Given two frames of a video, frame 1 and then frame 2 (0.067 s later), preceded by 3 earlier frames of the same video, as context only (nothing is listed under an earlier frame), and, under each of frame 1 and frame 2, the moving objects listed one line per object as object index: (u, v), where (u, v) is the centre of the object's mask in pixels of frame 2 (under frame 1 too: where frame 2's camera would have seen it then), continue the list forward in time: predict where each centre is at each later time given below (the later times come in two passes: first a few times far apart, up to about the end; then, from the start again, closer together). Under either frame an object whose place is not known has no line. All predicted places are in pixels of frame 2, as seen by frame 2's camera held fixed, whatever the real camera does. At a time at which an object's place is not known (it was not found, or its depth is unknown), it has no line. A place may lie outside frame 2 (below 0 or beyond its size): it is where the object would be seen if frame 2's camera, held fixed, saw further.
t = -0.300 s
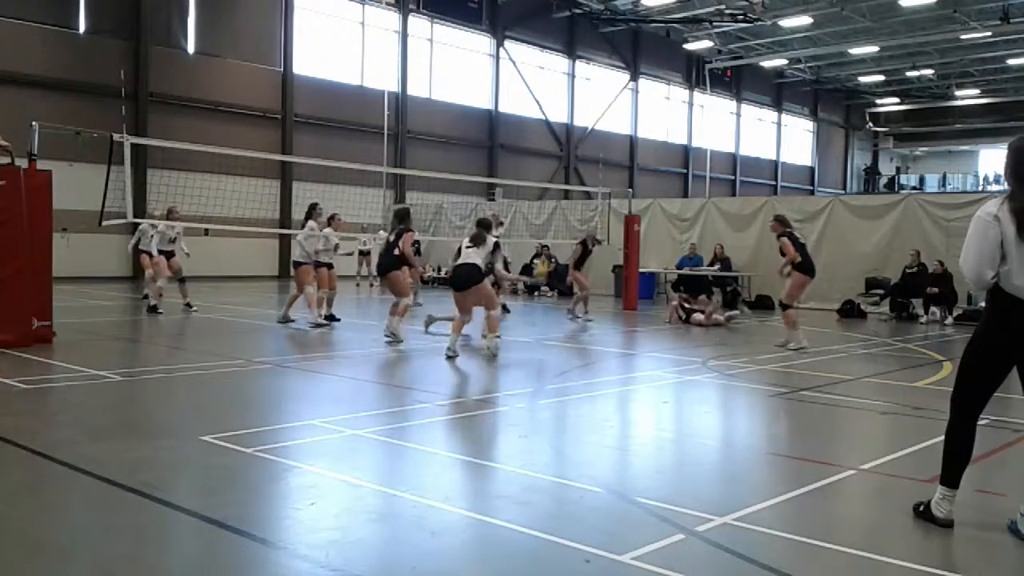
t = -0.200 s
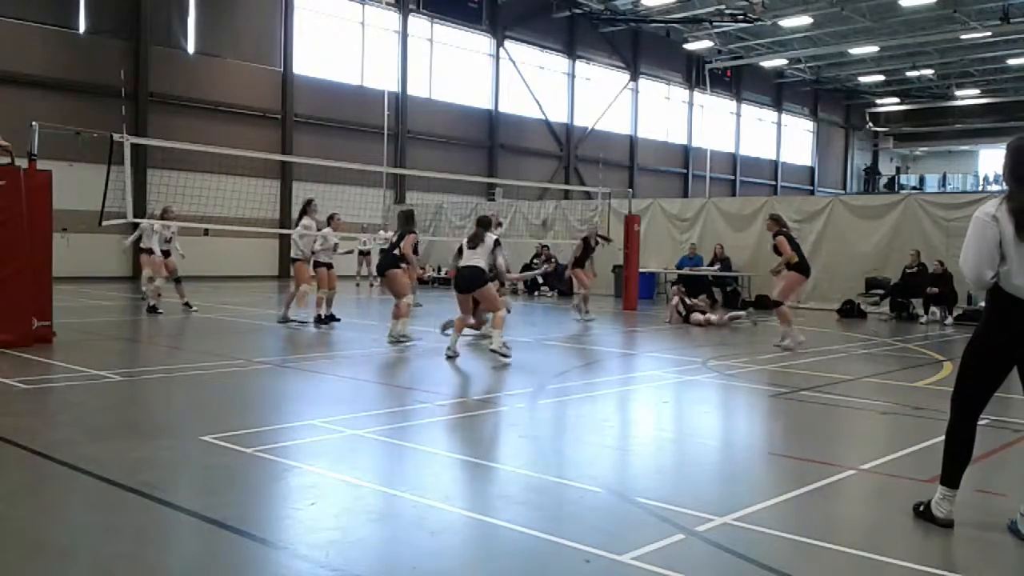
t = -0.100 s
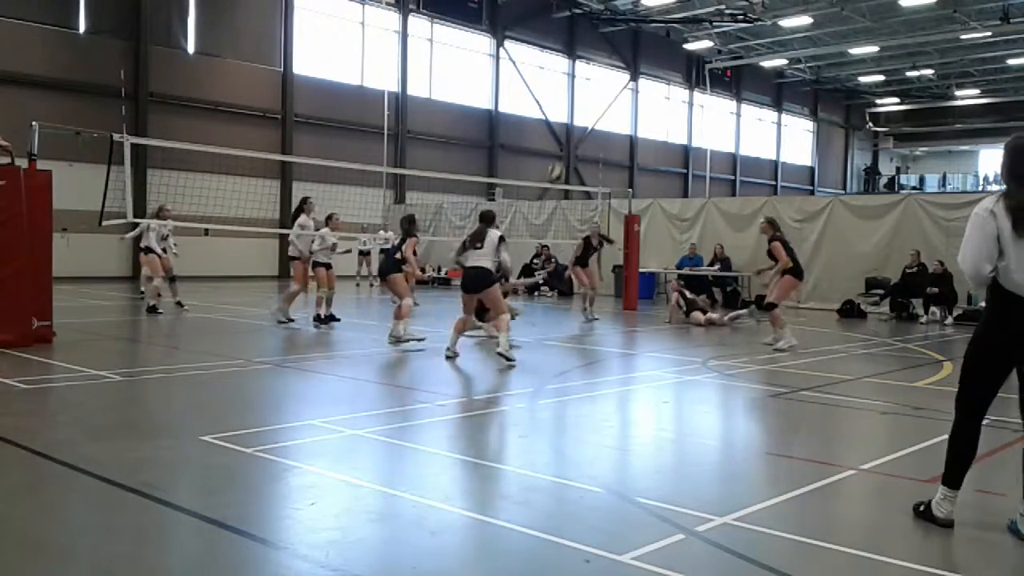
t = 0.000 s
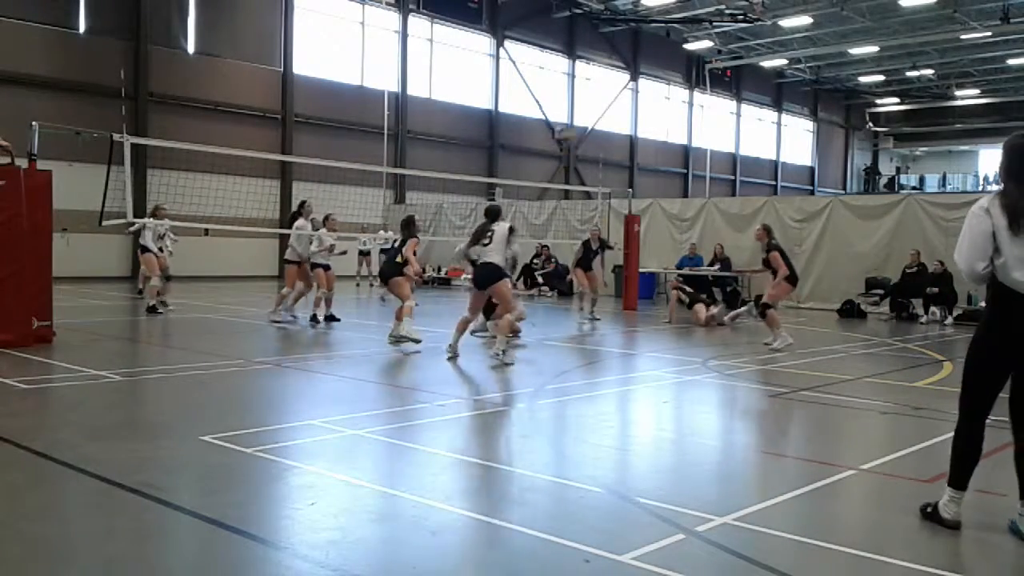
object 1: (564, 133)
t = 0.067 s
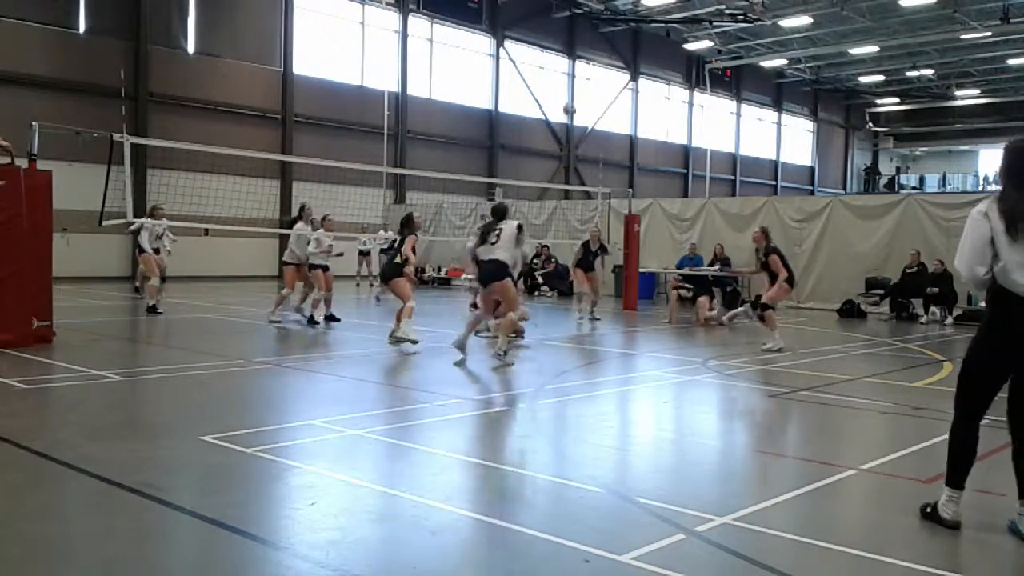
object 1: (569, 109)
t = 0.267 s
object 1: (586, 51)
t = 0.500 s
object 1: (605, 27)
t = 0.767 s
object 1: (635, 75)
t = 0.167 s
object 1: (580, 78)
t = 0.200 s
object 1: (581, 67)
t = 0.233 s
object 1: (582, 59)
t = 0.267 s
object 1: (586, 51)
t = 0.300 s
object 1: (588, 44)
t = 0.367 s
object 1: (594, 35)
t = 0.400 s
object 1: (597, 31)
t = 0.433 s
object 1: (600, 29)
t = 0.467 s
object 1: (602, 28)
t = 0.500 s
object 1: (605, 27)
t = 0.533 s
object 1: (608, 28)
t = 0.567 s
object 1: (612, 31)
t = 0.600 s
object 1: (616, 35)
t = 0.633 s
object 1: (619, 38)
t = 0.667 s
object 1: (623, 46)
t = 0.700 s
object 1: (627, 53)
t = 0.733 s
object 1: (630, 64)
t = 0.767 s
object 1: (635, 75)
